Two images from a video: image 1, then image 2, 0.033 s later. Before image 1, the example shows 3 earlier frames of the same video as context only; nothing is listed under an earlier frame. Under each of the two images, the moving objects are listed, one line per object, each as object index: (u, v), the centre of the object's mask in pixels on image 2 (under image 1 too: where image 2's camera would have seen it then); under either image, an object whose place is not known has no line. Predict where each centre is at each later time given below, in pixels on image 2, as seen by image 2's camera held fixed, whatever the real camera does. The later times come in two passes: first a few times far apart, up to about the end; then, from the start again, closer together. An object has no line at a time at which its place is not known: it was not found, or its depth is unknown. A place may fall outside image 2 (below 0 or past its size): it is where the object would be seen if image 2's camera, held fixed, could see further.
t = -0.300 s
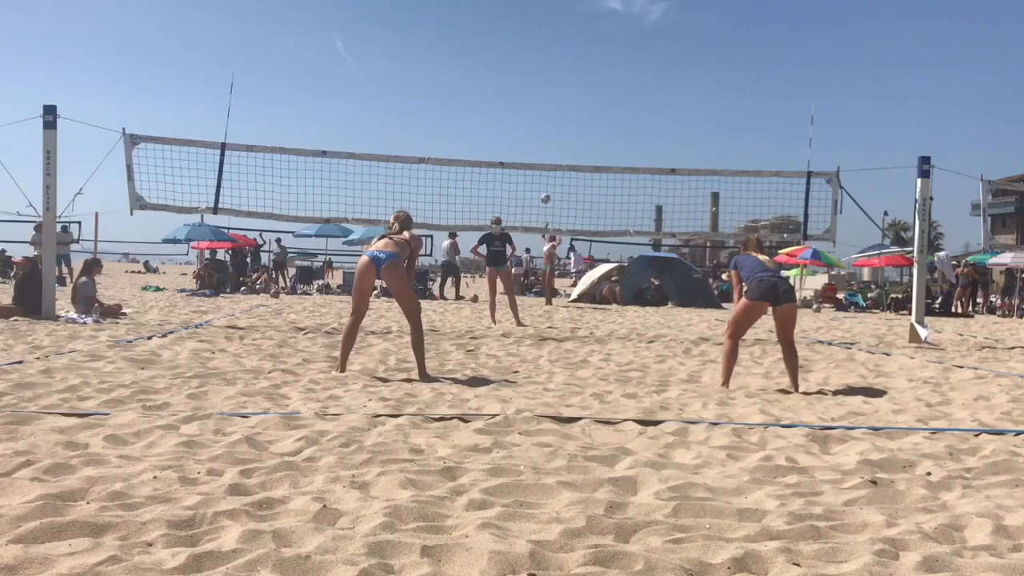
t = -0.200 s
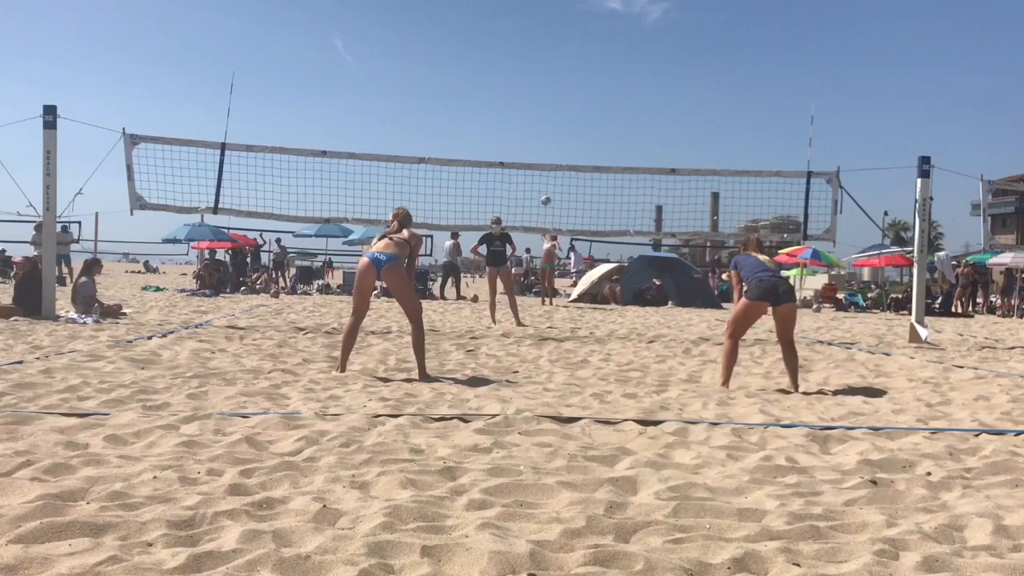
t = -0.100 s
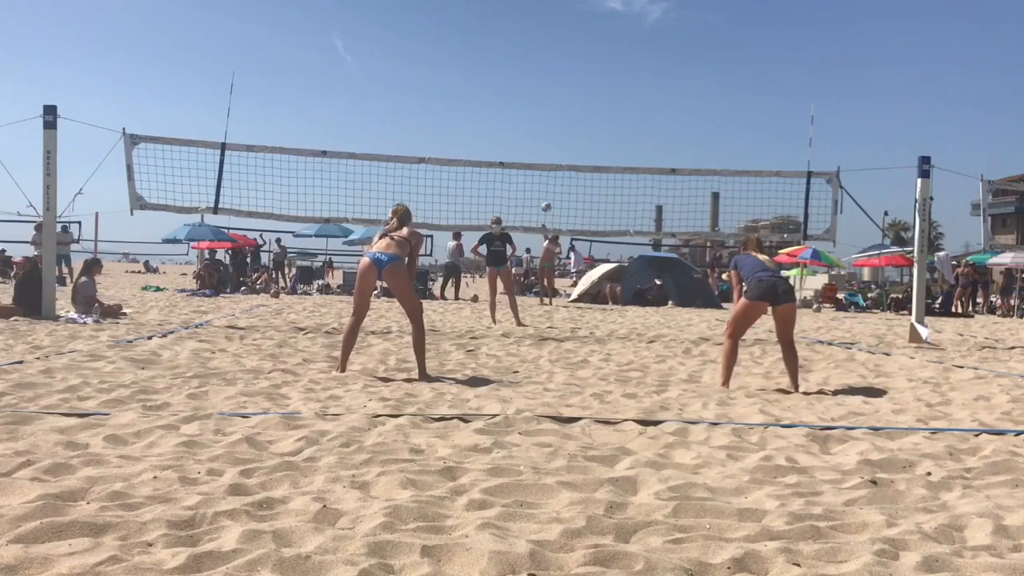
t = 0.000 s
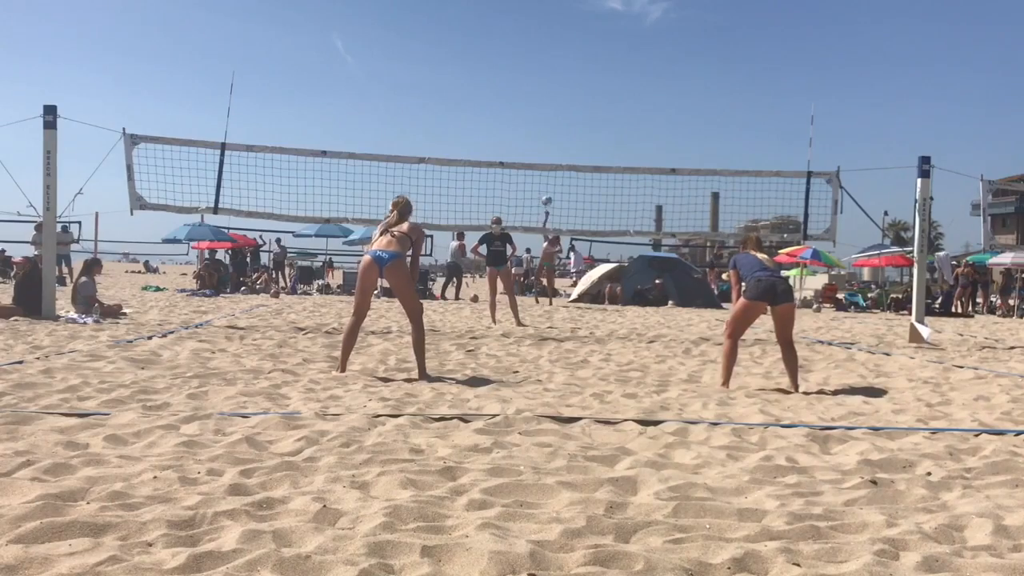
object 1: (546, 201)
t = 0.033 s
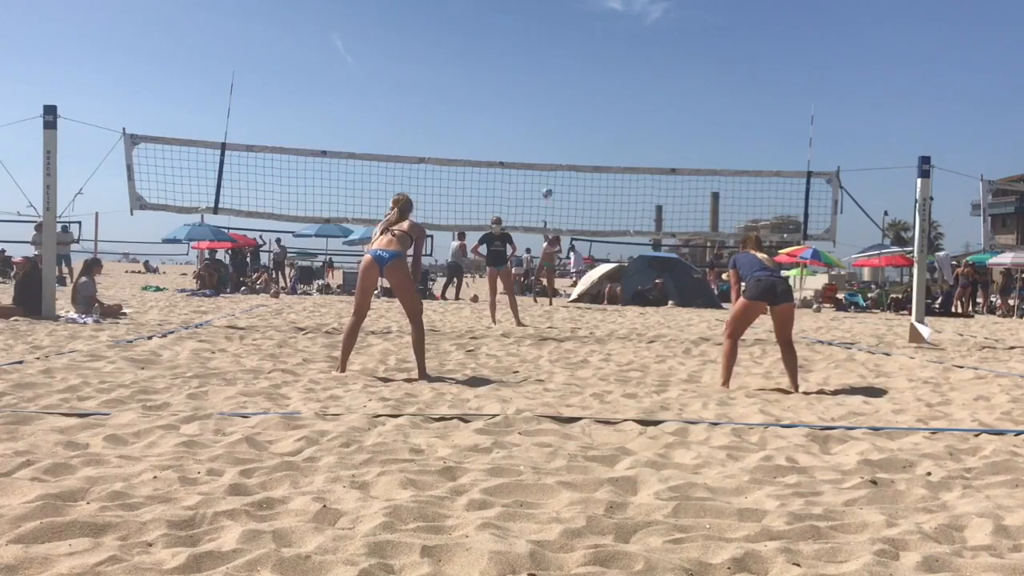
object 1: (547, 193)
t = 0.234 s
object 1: (550, 149)
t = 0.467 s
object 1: (563, 118)
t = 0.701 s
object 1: (590, 119)
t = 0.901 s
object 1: (630, 154)
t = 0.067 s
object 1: (547, 185)
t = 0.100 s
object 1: (547, 177)
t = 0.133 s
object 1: (548, 173)
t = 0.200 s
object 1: (549, 156)
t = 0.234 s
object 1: (550, 149)
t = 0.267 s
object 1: (552, 143)
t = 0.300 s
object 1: (553, 138)
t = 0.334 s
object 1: (554, 133)
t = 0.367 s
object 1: (556, 128)
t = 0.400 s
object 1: (558, 124)
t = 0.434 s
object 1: (561, 121)
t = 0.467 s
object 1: (563, 118)
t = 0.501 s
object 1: (566, 116)
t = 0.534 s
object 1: (569, 115)
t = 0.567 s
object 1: (573, 114)
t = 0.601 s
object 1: (576, 114)
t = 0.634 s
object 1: (581, 115)
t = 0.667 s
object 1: (586, 116)
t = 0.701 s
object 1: (590, 119)
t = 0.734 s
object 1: (596, 122)
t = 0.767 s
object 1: (602, 126)
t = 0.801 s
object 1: (608, 131)
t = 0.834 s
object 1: (615, 137)
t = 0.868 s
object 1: (622, 145)
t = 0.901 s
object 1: (630, 154)
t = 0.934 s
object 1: (638, 163)
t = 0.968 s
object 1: (647, 175)
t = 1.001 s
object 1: (656, 188)
